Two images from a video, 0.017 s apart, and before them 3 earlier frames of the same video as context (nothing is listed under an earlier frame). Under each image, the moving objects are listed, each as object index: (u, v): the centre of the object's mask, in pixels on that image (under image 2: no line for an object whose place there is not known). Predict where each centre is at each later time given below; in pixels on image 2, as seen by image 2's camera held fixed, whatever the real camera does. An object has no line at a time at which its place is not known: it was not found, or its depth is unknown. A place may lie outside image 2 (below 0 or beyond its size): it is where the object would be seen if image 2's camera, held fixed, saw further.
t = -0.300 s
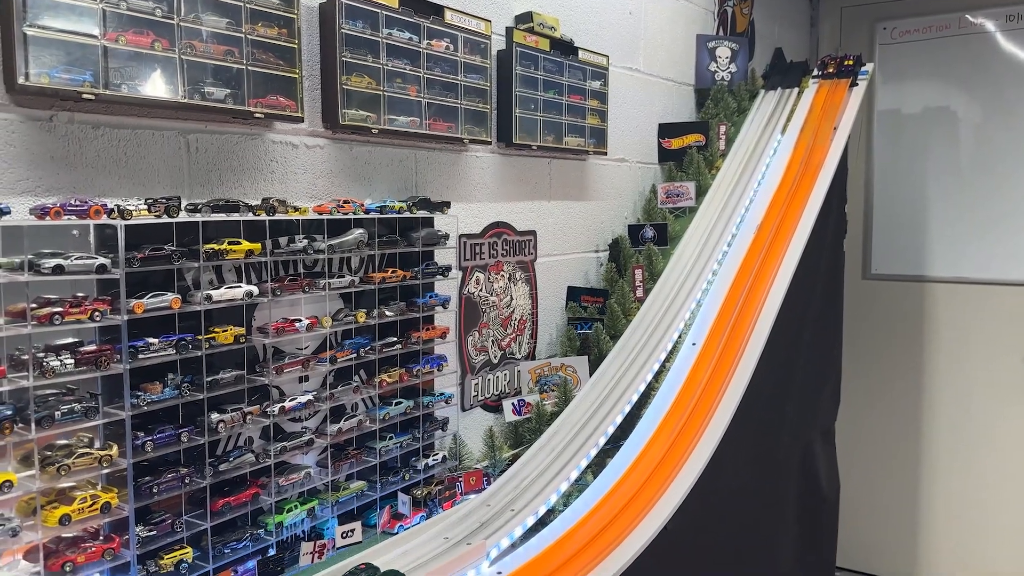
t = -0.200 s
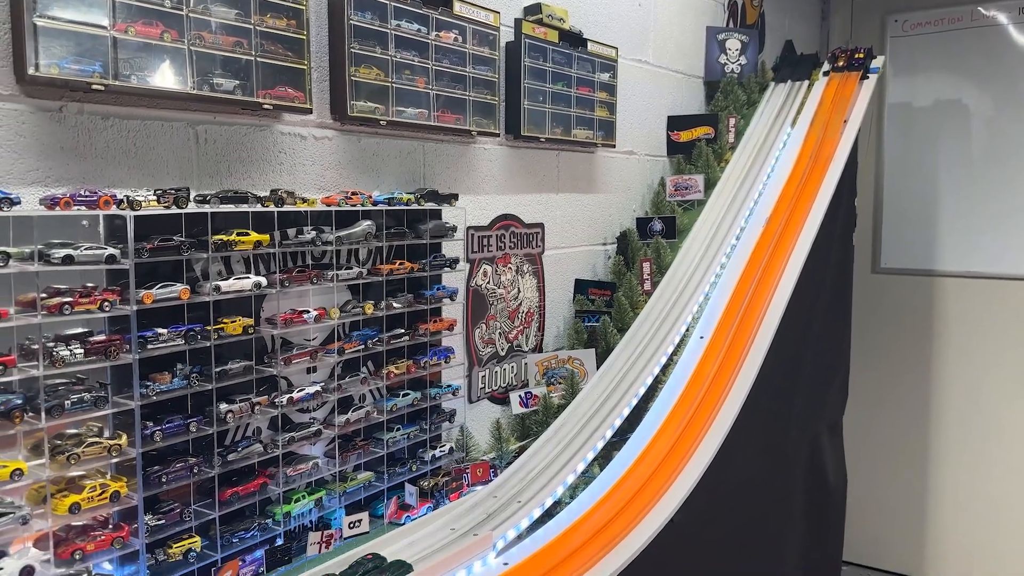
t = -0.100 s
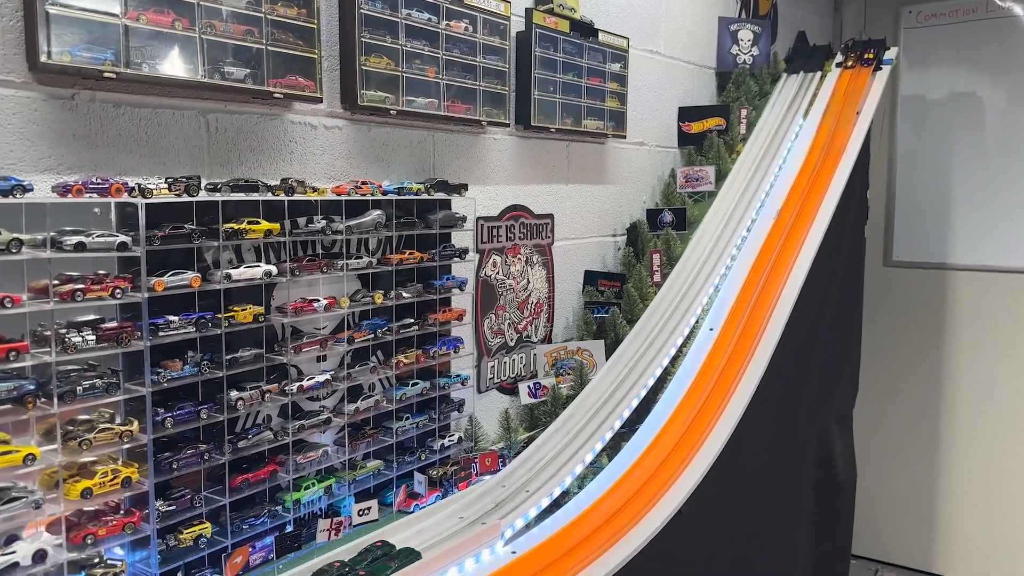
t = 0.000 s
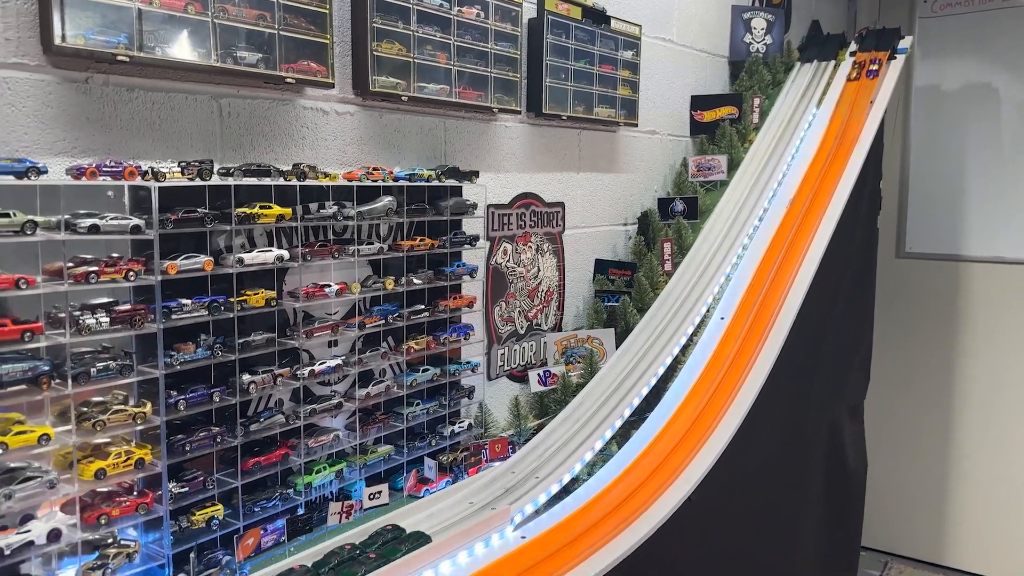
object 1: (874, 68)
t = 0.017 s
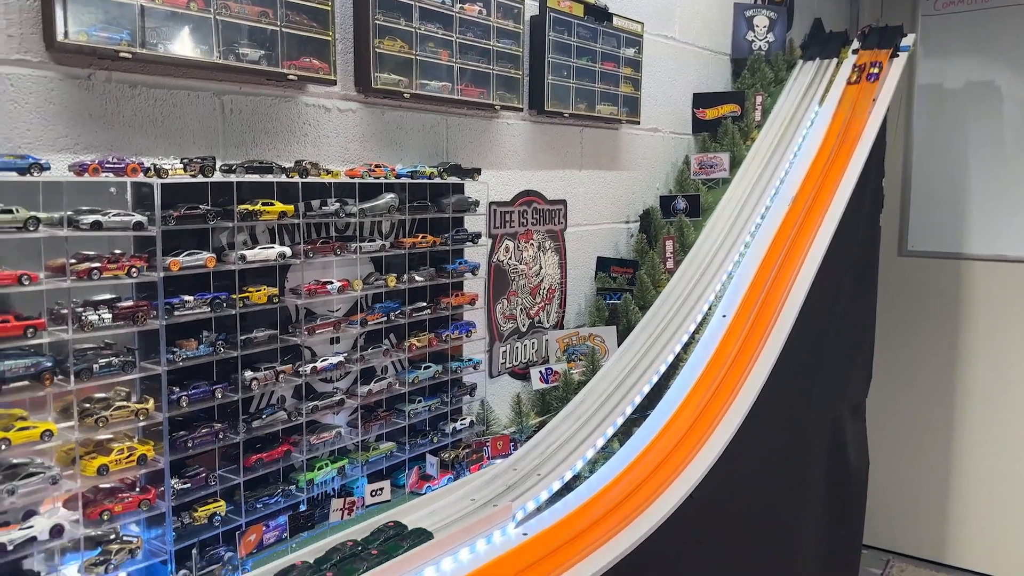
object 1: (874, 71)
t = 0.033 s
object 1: (871, 78)
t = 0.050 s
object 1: (869, 85)
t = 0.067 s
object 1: (865, 92)
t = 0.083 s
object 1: (863, 101)
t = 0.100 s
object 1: (859, 109)
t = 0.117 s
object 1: (856, 118)
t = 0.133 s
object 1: (851, 128)
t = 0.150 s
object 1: (847, 139)
